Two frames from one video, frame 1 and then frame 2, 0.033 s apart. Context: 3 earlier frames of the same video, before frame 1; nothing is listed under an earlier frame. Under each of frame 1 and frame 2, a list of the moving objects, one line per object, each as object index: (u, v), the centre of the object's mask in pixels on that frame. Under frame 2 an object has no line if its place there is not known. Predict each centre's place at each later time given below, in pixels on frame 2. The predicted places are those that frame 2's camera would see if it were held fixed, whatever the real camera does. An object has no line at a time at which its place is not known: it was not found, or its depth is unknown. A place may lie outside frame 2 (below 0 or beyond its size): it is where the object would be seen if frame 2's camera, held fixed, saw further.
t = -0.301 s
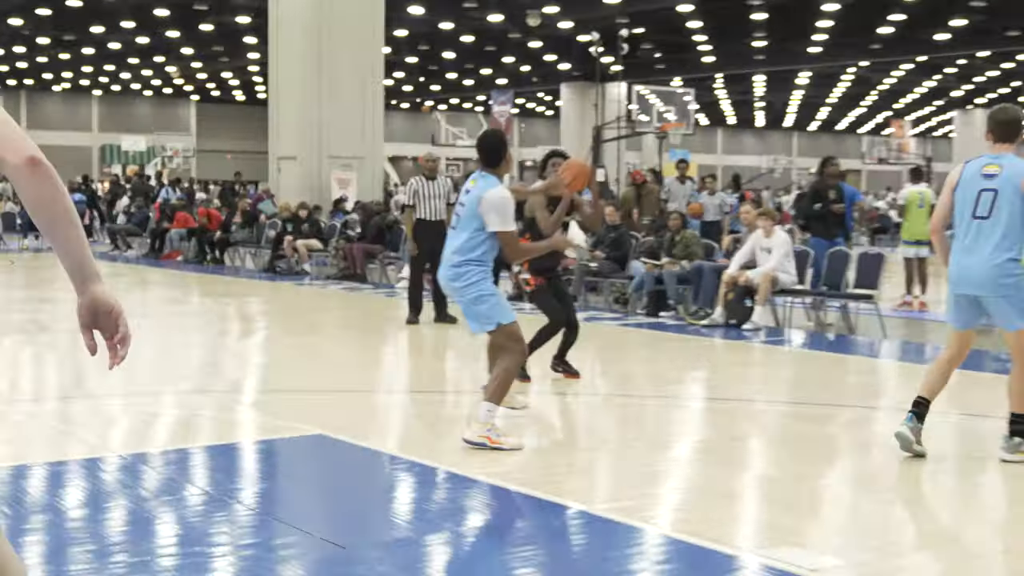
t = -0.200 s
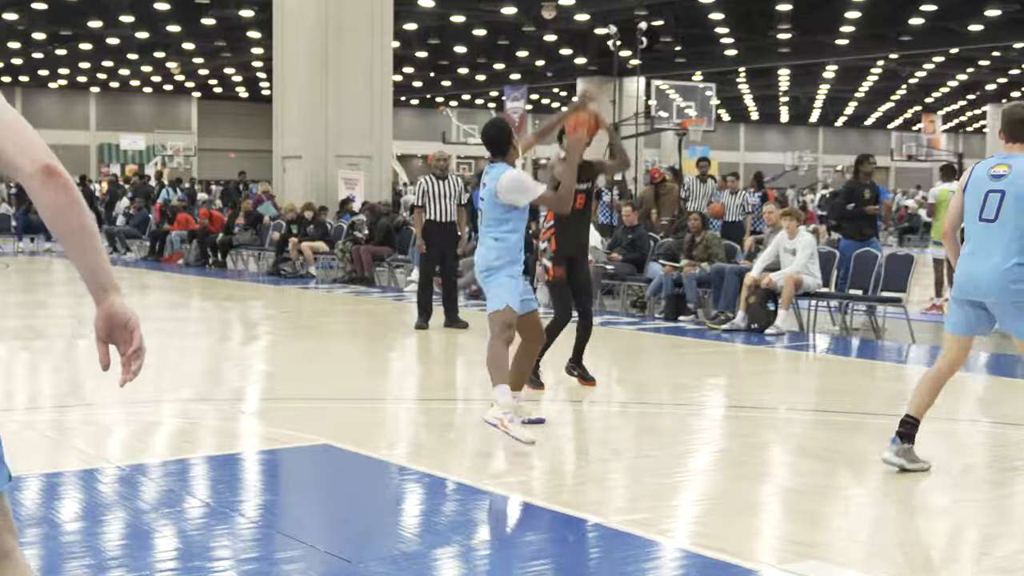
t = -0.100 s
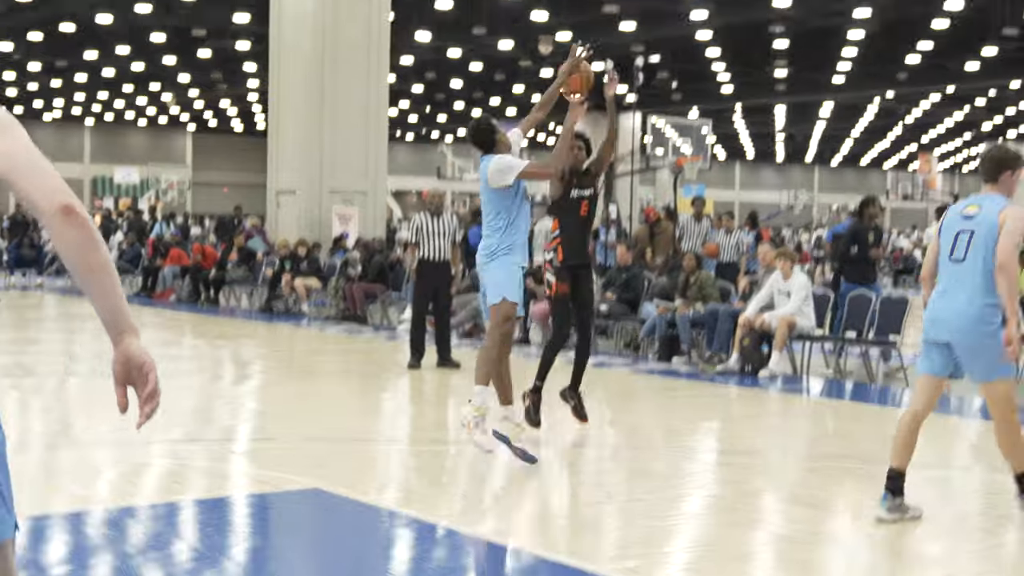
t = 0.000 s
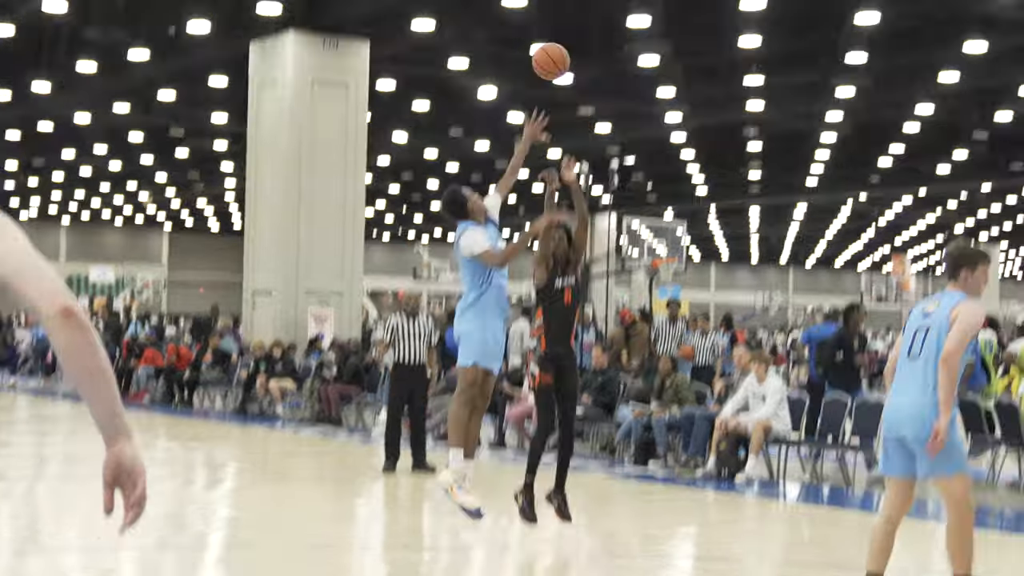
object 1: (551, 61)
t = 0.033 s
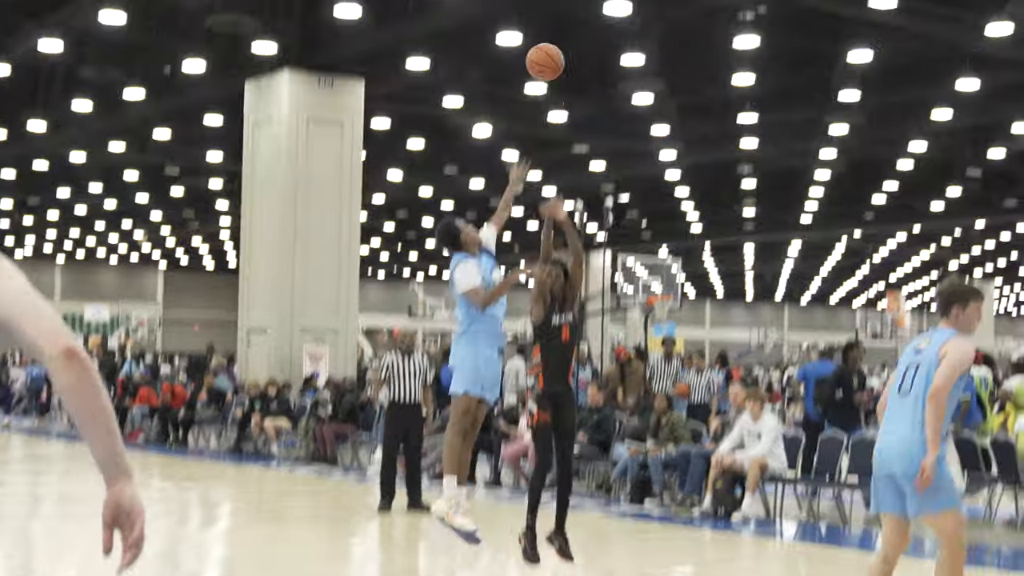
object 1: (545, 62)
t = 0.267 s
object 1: (540, -187)
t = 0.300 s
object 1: (537, -211)
